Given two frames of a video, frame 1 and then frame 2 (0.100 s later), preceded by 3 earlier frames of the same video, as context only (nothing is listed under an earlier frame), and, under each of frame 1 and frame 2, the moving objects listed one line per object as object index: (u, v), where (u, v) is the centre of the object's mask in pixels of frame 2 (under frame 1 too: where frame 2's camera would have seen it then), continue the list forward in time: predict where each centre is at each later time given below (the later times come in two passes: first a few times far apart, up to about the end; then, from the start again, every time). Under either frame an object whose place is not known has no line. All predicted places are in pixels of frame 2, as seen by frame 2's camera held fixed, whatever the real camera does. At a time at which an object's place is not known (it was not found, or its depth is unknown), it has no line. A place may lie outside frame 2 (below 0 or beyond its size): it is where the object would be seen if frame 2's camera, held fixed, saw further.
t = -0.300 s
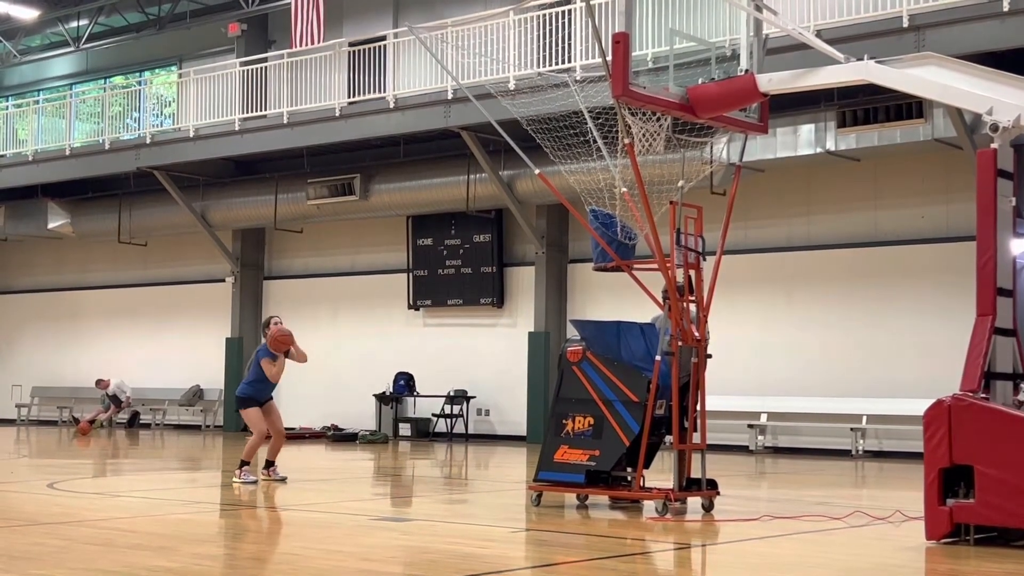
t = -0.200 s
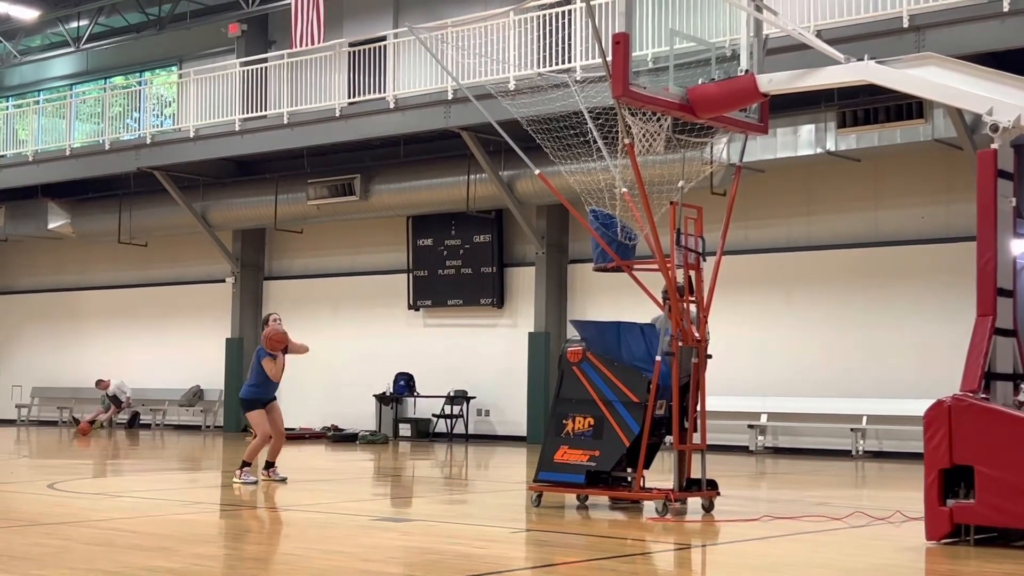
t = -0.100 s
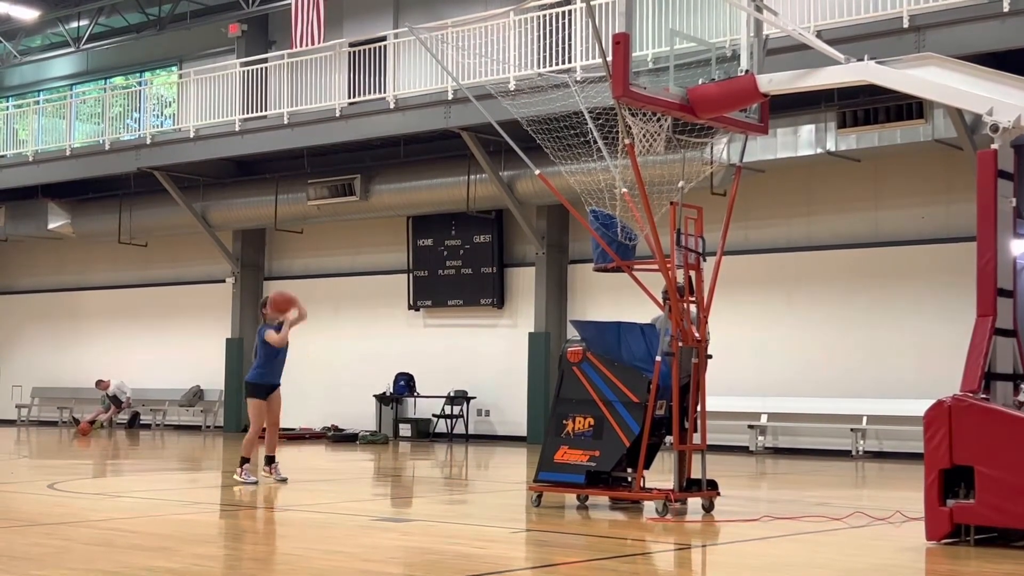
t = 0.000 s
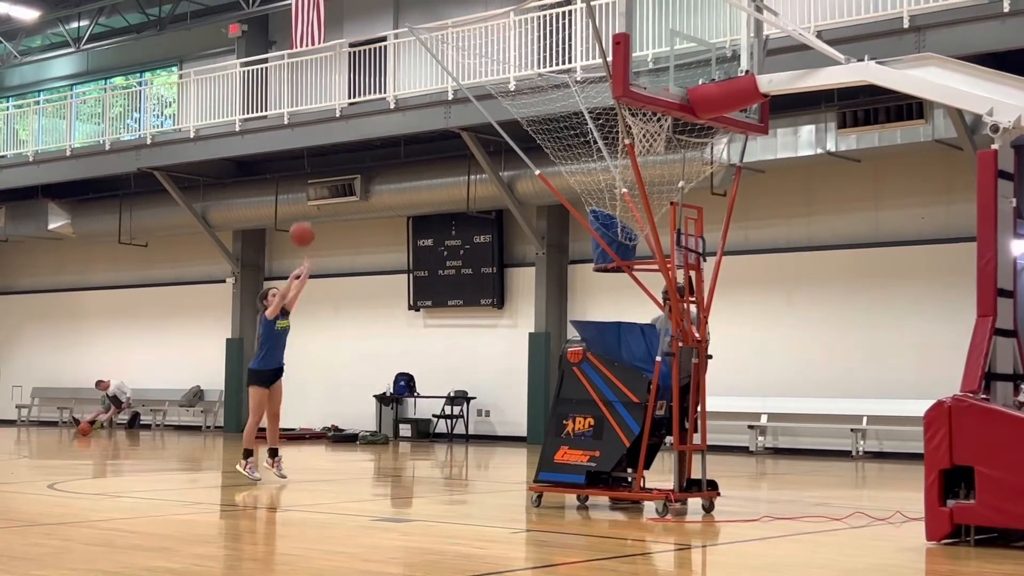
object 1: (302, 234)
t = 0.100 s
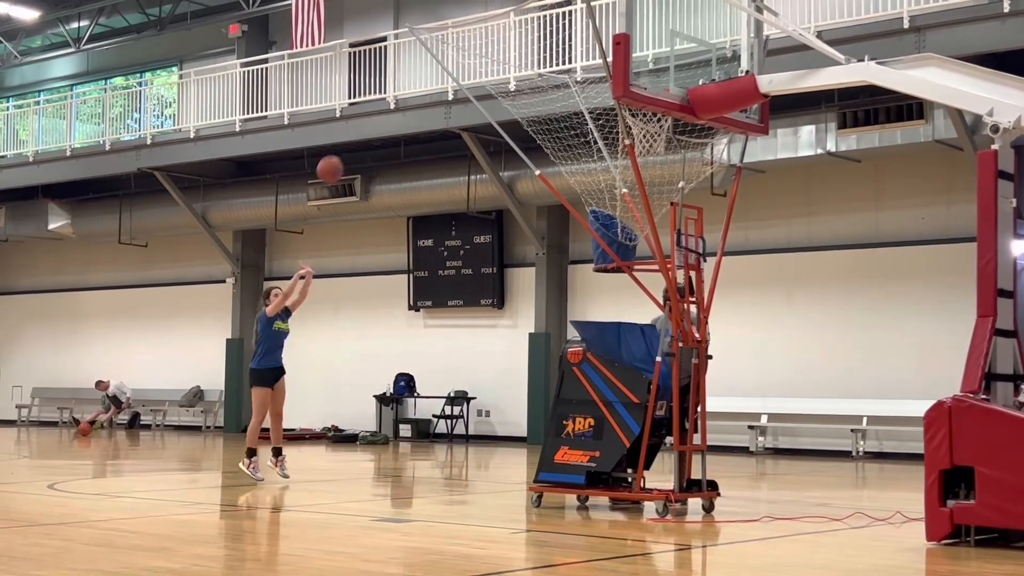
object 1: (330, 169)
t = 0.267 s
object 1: (378, 82)
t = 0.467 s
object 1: (438, 13)
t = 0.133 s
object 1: (339, 151)
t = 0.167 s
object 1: (349, 132)
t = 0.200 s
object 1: (358, 115)
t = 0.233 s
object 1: (368, 98)
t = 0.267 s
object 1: (378, 82)
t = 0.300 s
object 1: (388, 68)
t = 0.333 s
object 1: (397, 55)
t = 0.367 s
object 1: (407, 44)
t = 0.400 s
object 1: (417, 31)
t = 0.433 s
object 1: (428, 21)
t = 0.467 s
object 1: (438, 13)
